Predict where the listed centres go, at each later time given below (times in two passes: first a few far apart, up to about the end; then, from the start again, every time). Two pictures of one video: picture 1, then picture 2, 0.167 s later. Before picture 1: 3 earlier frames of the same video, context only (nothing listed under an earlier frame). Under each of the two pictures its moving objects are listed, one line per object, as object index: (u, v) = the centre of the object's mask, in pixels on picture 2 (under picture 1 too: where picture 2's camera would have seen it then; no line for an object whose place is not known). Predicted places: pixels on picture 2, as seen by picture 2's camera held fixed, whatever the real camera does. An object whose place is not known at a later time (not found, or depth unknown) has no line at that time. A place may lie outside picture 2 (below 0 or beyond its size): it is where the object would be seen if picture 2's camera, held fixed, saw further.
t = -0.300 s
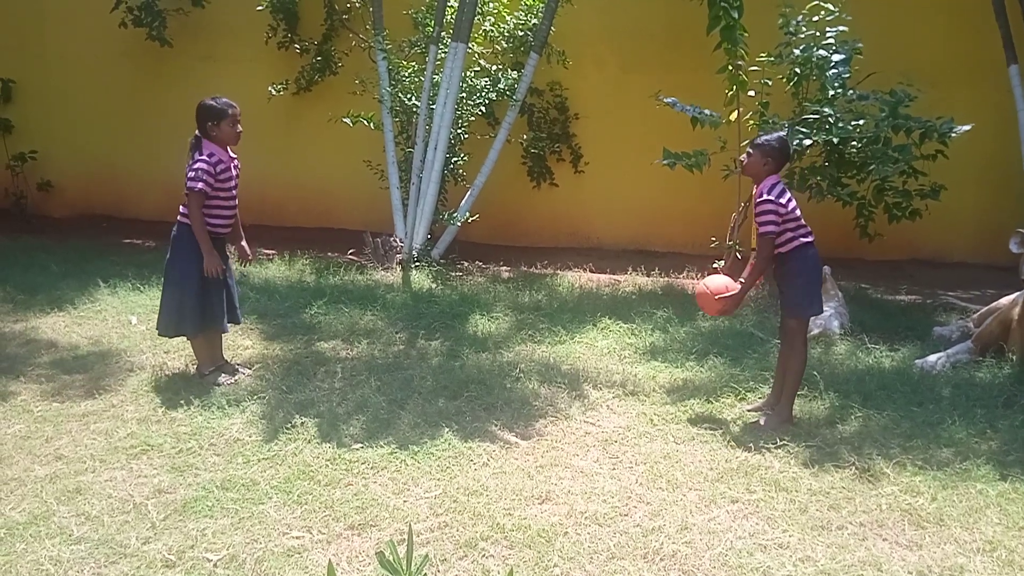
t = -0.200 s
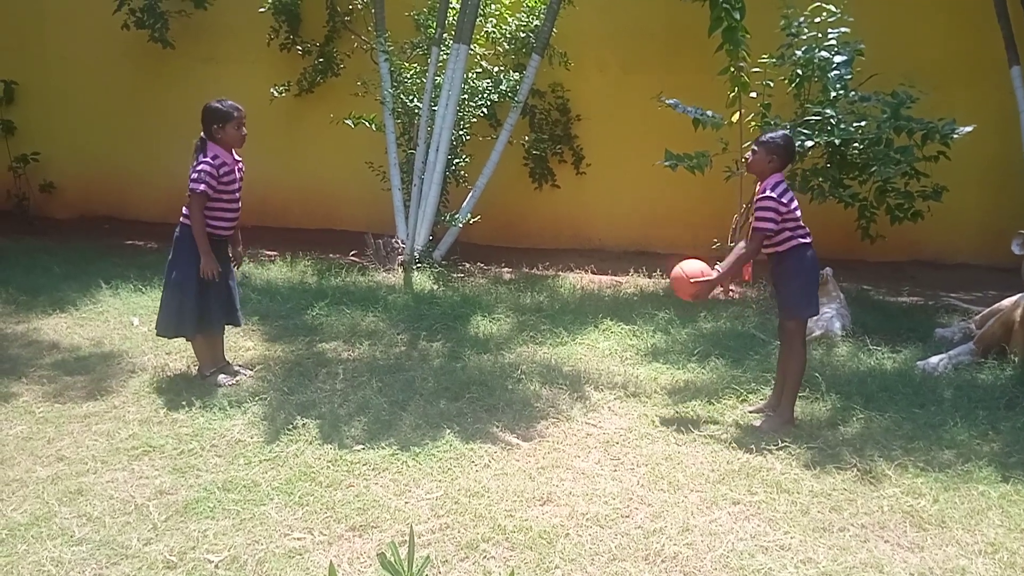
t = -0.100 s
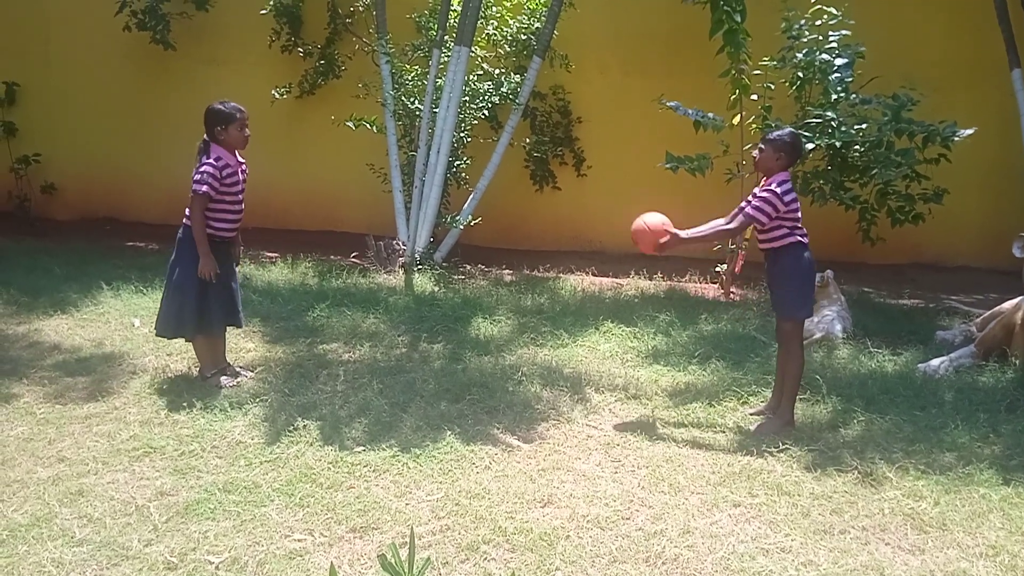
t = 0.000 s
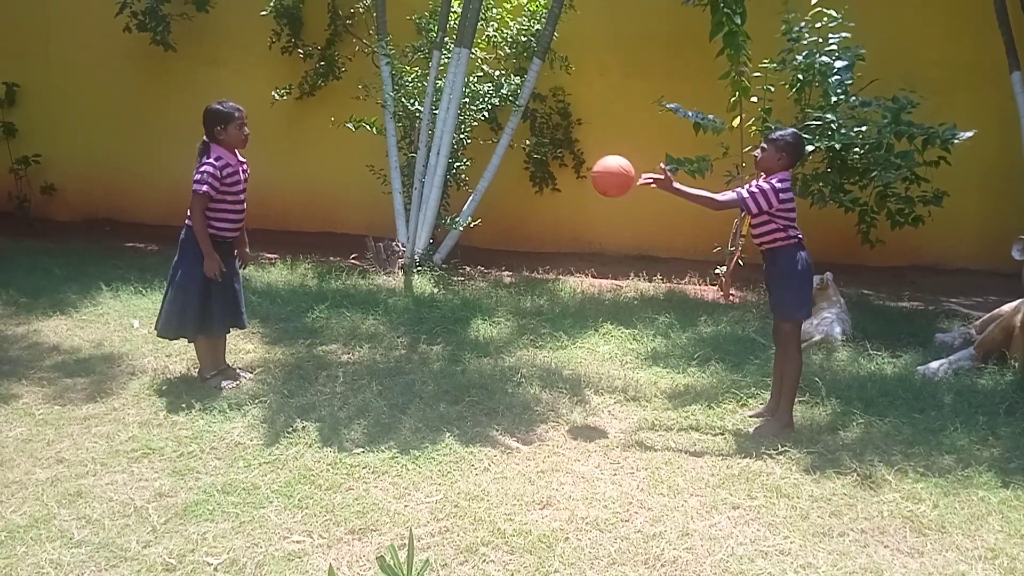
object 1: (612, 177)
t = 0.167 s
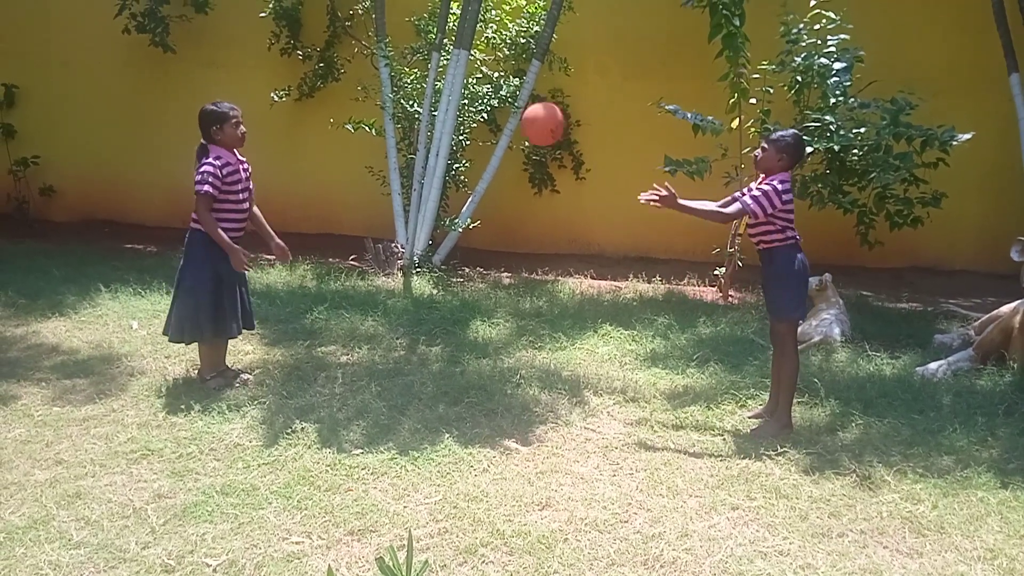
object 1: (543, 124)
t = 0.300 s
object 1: (484, 125)
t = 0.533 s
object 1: (382, 224)
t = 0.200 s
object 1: (529, 120)
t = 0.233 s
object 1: (514, 120)
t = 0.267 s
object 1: (500, 121)
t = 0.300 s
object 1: (484, 125)
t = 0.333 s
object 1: (470, 132)
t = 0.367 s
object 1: (455, 141)
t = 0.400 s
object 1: (441, 152)
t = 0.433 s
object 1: (425, 167)
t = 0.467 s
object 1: (411, 183)
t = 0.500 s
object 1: (396, 202)
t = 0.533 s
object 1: (382, 224)
